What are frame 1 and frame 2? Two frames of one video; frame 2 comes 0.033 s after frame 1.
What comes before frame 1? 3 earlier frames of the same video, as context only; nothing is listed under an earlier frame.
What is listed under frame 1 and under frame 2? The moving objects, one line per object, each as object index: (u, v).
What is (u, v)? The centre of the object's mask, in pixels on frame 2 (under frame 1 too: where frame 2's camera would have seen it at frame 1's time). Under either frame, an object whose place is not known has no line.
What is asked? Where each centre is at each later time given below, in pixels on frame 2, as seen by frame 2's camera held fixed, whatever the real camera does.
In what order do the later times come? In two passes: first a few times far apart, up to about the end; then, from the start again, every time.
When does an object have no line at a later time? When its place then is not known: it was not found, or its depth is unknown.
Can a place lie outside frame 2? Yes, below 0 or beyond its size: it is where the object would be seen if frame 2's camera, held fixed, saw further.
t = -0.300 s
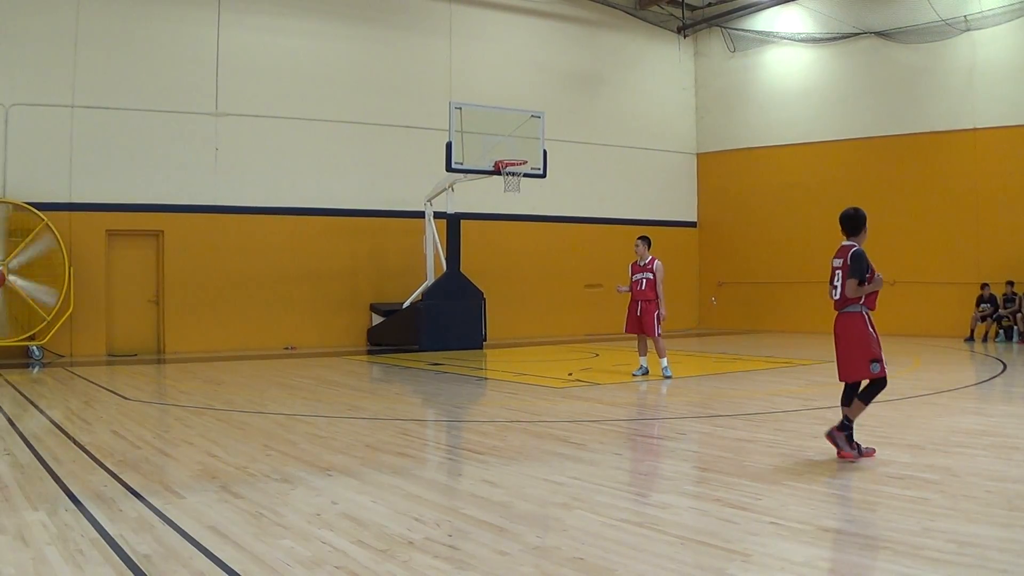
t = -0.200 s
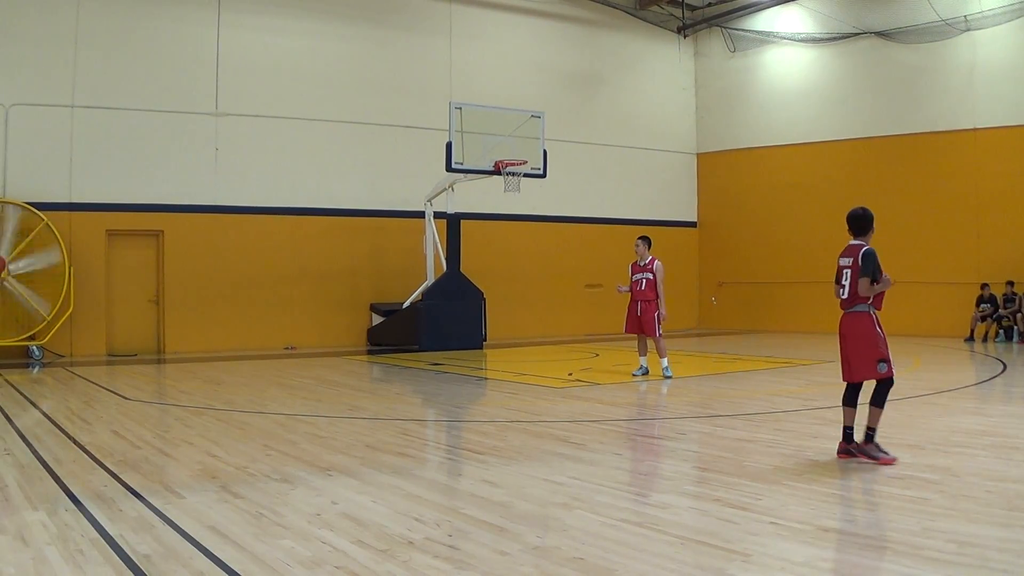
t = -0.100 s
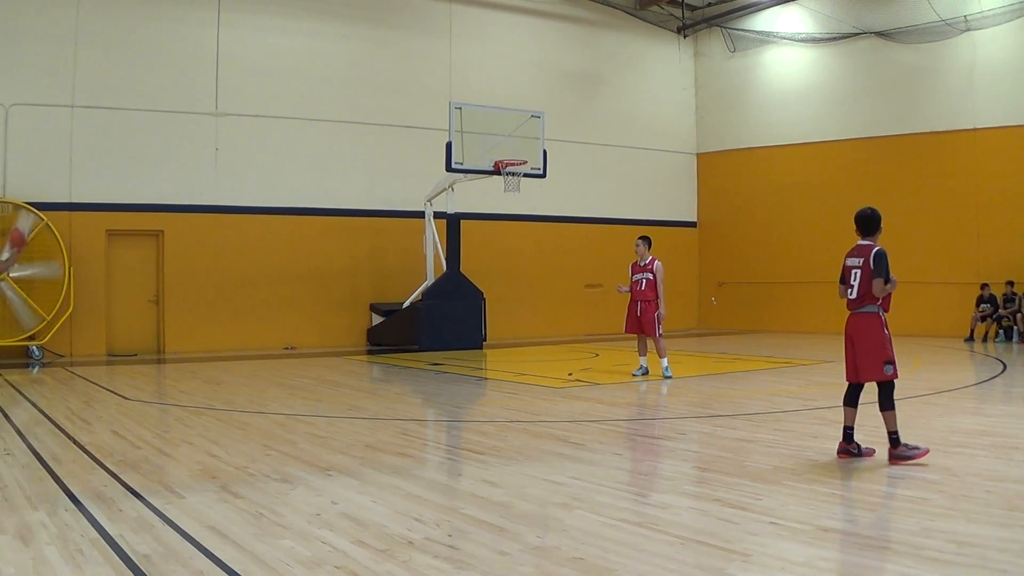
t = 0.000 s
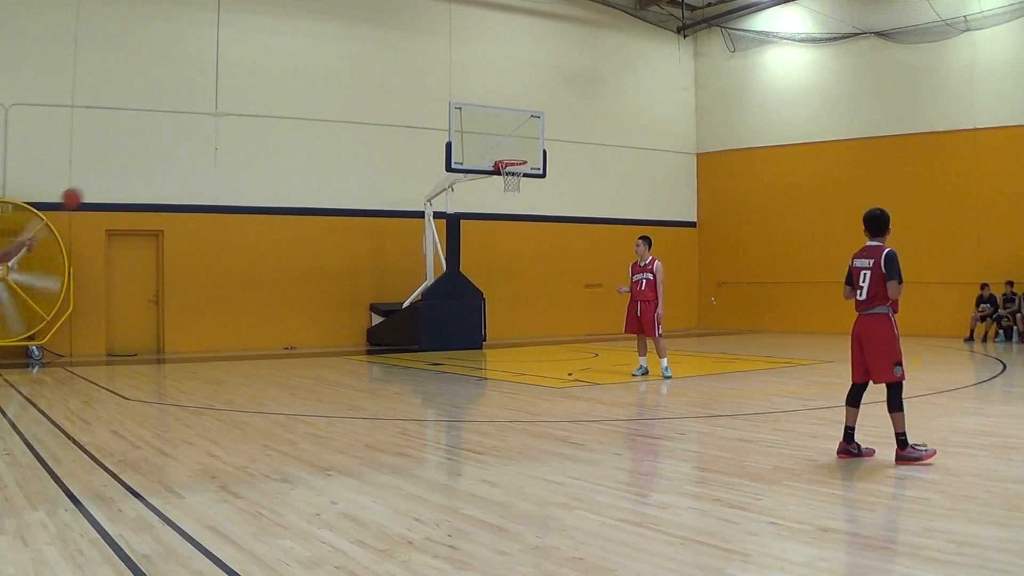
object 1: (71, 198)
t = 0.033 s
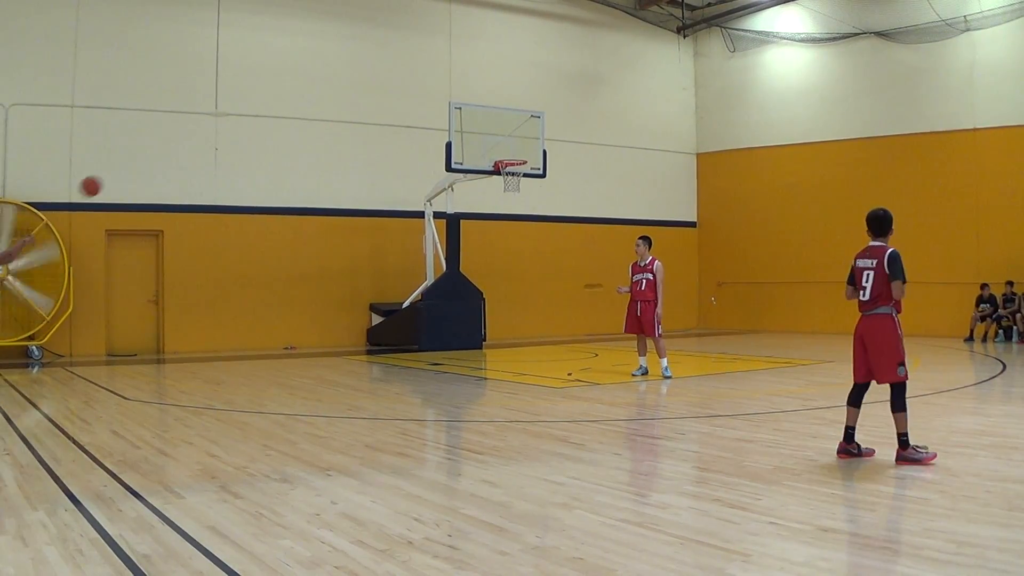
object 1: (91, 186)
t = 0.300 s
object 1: (245, 126)
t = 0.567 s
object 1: (402, 130)
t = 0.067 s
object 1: (109, 175)
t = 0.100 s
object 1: (129, 166)
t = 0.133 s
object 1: (148, 157)
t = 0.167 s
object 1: (167, 149)
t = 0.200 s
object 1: (187, 142)
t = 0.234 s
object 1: (207, 135)
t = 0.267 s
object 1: (226, 130)
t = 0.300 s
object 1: (245, 126)
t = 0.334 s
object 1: (265, 123)
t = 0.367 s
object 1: (285, 121)
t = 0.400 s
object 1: (304, 120)
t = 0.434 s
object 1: (324, 120)
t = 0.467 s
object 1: (344, 121)
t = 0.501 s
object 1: (363, 123)
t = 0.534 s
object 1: (383, 126)
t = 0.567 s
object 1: (402, 130)
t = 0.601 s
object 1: (422, 135)
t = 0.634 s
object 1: (441, 141)
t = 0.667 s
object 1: (461, 148)
